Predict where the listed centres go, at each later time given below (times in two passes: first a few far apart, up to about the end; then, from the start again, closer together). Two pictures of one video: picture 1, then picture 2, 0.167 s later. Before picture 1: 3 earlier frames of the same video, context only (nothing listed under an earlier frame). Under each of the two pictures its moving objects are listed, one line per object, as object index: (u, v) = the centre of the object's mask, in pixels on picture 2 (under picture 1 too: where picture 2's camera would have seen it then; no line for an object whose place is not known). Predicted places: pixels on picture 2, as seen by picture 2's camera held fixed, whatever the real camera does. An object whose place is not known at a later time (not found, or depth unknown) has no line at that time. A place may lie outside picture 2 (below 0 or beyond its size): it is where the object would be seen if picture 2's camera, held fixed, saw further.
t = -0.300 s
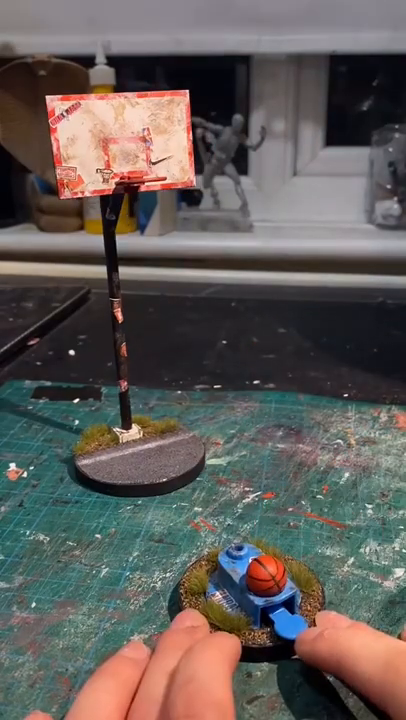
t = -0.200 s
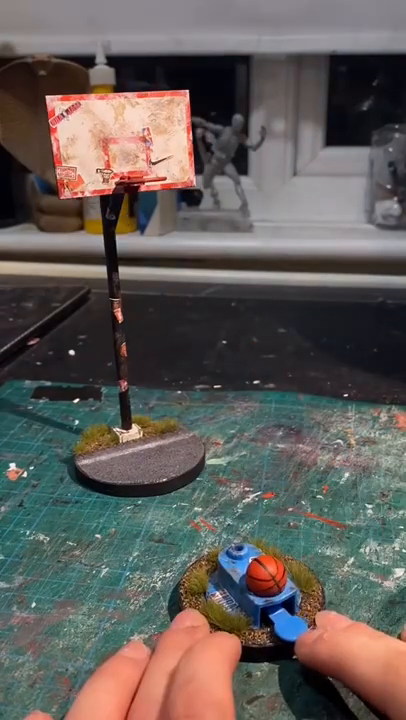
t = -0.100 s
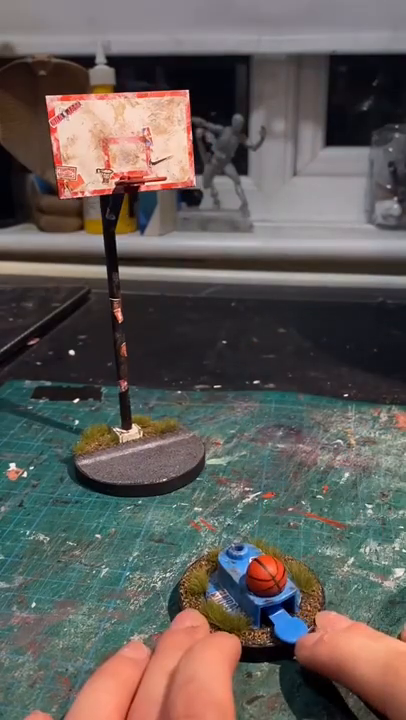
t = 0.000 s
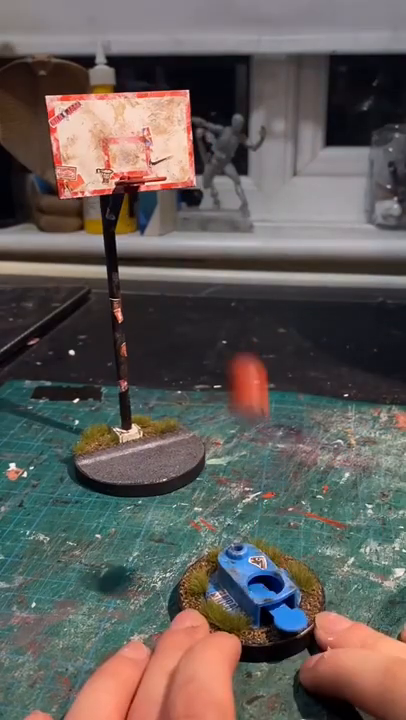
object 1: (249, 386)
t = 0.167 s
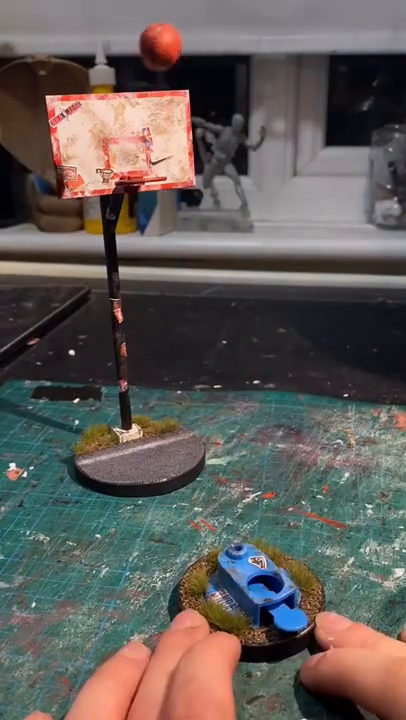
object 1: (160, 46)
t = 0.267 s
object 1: (138, 162)
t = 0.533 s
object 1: (133, 500)
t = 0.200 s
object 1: (148, 77)
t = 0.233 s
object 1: (136, 141)
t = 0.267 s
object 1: (138, 162)
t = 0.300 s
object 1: (148, 161)
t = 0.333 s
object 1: (147, 165)
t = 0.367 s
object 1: (143, 169)
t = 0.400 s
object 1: (141, 205)
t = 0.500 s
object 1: (137, 418)
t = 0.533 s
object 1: (133, 500)
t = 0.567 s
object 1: (131, 530)
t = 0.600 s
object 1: (128, 578)
